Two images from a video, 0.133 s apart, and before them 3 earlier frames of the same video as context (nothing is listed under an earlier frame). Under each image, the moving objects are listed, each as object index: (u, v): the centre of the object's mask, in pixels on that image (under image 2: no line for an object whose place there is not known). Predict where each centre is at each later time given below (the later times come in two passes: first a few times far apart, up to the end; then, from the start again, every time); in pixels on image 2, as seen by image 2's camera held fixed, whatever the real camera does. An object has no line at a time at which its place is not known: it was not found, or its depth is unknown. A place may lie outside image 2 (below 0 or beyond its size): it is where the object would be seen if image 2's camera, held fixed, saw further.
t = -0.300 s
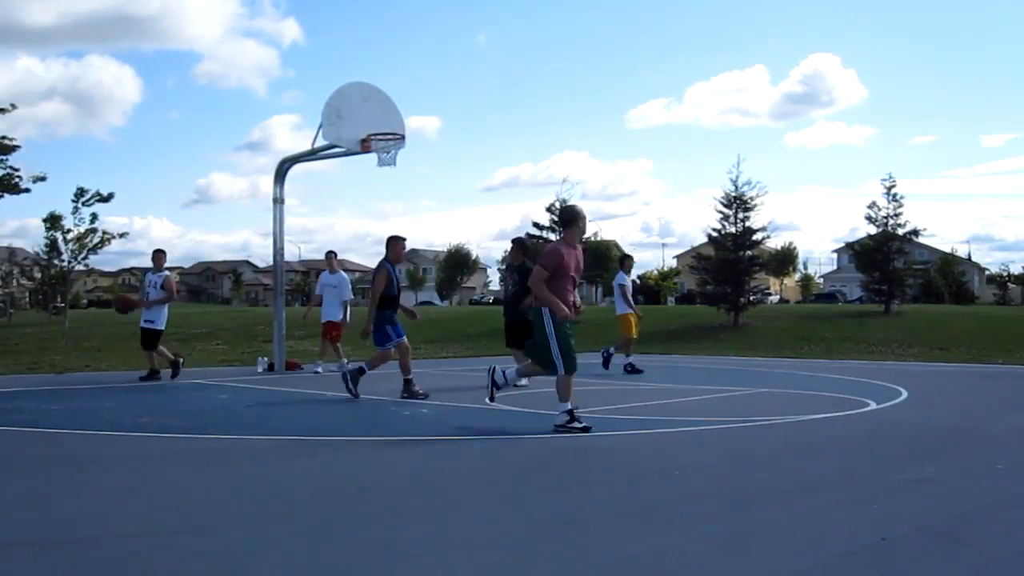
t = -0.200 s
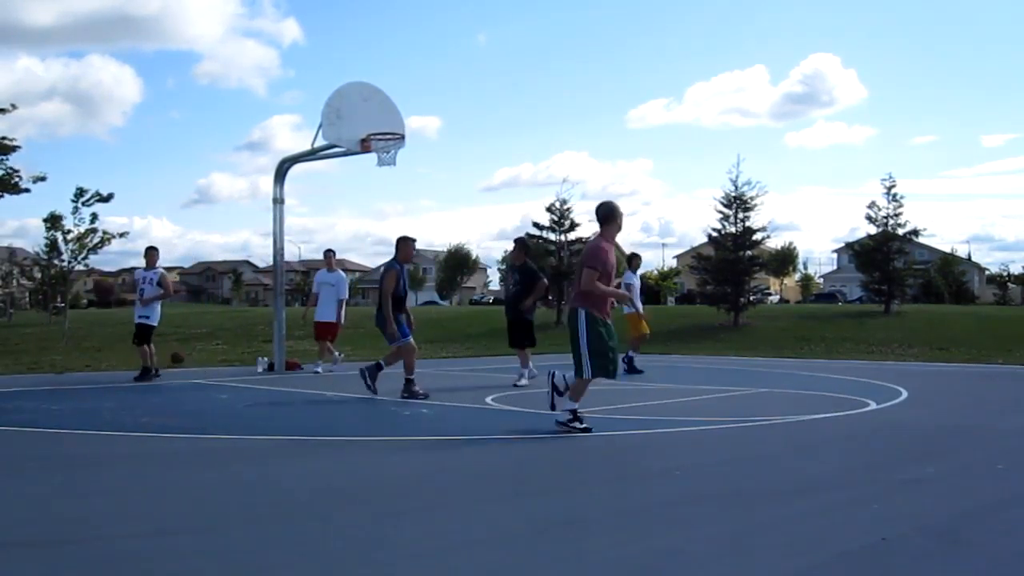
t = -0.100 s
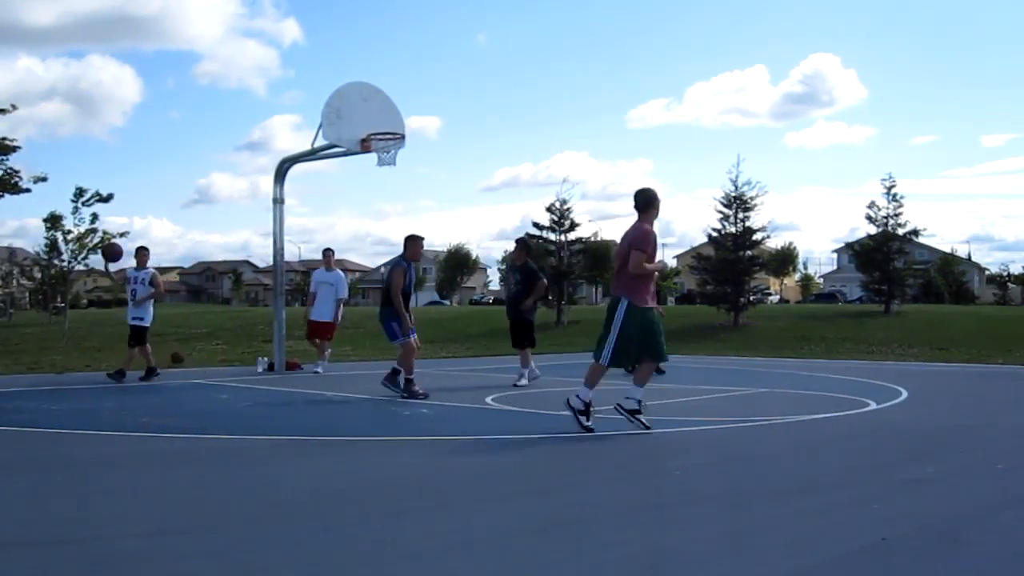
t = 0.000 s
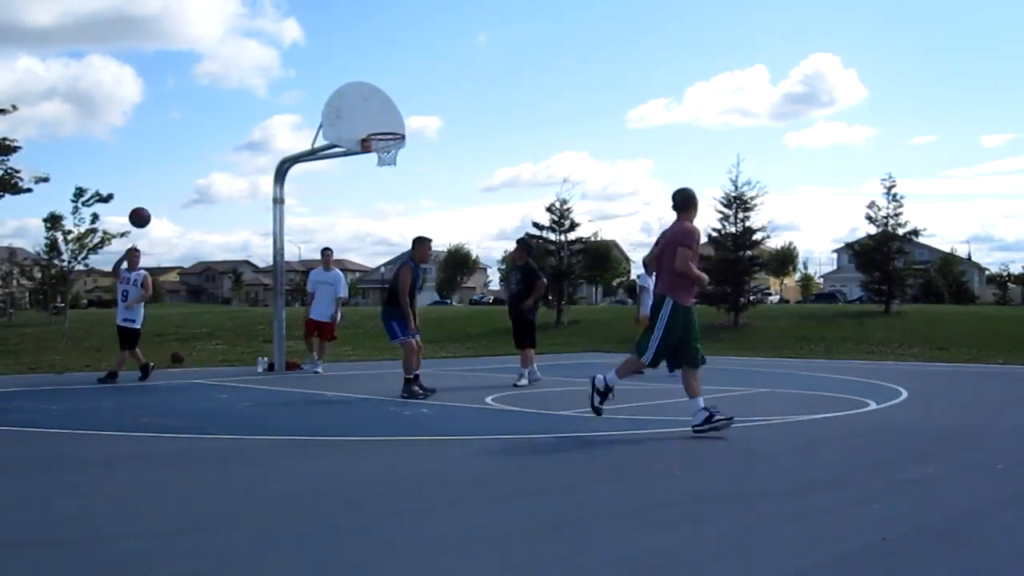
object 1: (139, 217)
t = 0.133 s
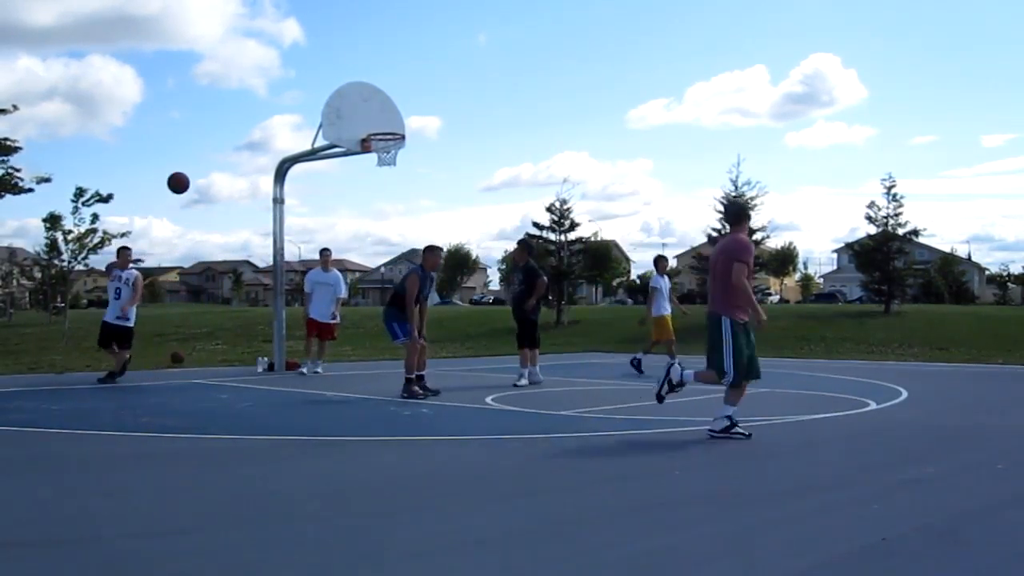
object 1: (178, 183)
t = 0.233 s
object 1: (209, 166)
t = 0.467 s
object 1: (287, 165)
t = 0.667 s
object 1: (363, 210)
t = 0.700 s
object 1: (377, 222)
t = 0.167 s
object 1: (188, 176)
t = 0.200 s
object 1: (199, 171)
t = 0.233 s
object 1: (209, 166)
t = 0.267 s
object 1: (220, 163)
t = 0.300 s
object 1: (231, 160)
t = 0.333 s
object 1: (242, 159)
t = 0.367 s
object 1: (253, 159)
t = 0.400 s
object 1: (264, 159)
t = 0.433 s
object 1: (276, 161)
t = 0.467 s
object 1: (287, 165)
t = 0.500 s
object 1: (299, 169)
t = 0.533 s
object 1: (312, 174)
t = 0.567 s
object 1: (325, 181)
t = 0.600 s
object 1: (337, 189)
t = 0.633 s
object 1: (350, 199)
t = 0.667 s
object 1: (363, 210)
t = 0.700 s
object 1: (377, 222)
